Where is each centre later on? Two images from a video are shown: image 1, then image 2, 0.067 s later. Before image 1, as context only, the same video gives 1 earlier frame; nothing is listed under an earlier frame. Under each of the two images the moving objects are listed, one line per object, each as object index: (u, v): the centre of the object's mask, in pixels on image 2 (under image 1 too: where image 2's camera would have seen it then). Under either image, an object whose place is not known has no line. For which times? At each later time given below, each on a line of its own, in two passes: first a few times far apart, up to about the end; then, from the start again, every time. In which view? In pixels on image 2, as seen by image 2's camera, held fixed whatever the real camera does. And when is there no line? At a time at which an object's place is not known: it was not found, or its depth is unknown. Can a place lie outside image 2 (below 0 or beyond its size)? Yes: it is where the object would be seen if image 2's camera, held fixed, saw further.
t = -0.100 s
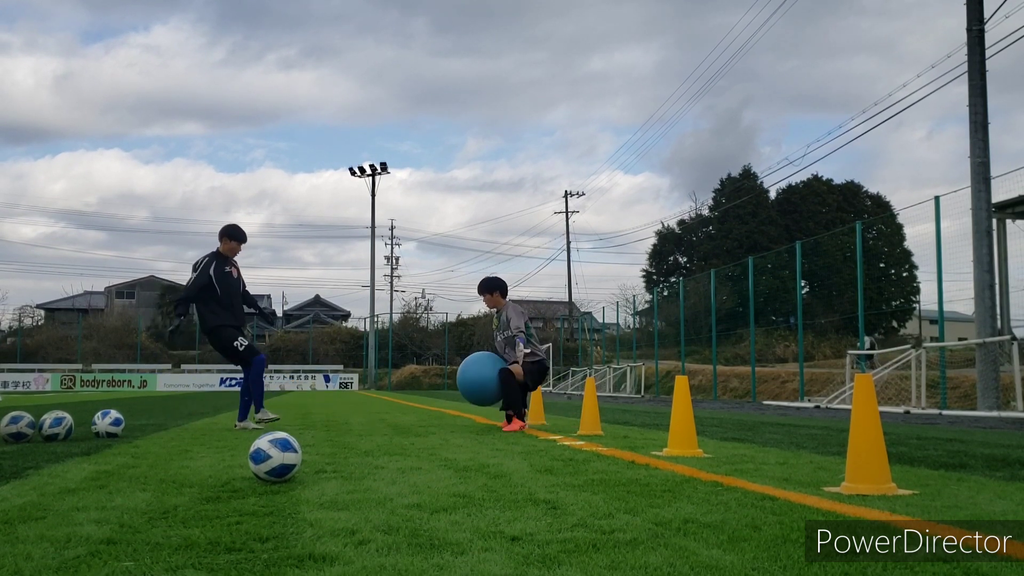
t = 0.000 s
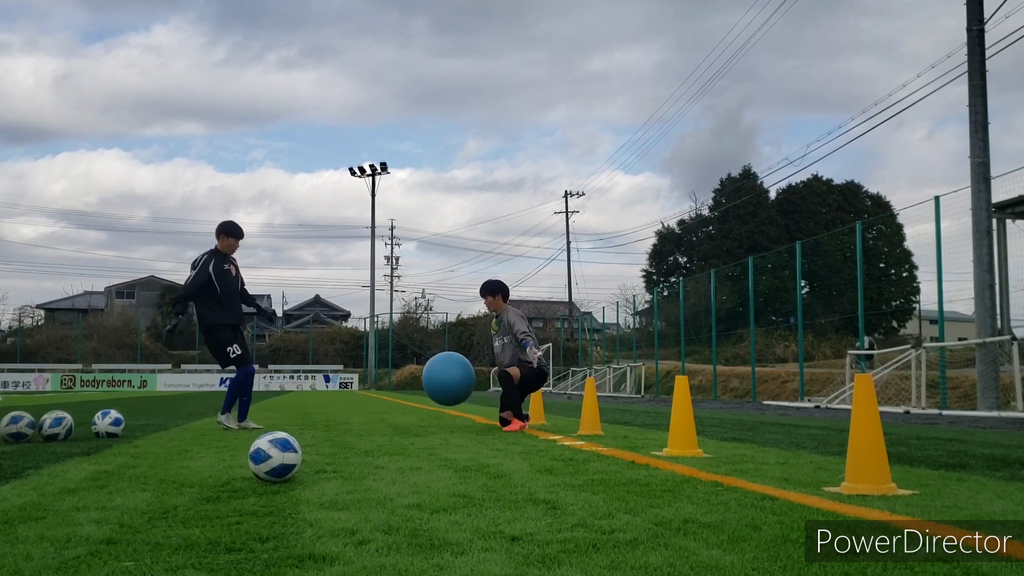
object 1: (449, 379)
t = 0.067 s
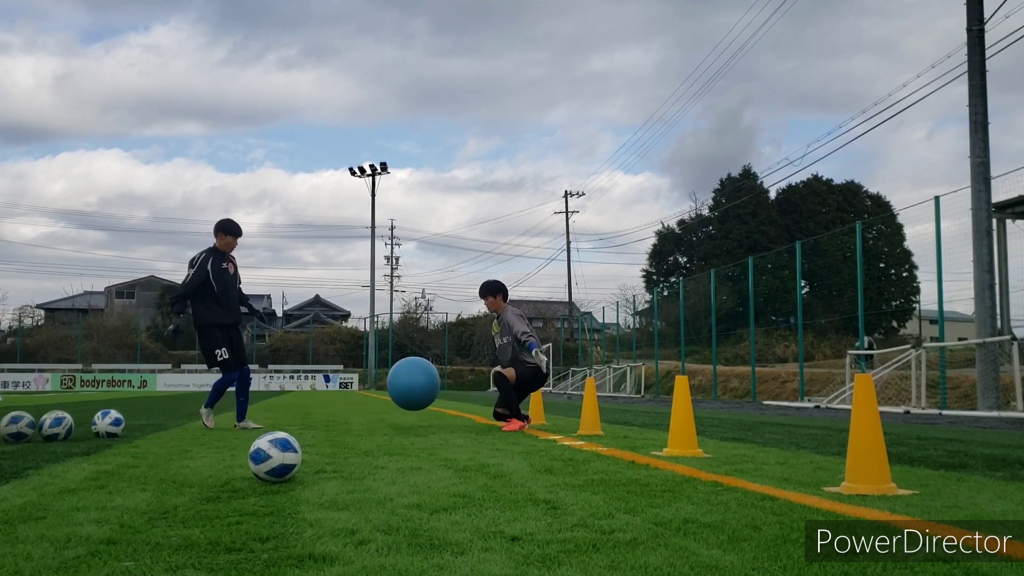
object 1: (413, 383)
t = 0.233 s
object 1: (333, 404)
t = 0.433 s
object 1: (267, 397)
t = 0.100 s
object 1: (396, 388)
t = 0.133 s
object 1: (379, 393)
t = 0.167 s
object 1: (362, 399)
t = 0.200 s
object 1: (346, 405)
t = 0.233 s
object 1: (333, 404)
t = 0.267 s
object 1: (322, 400)
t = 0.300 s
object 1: (311, 398)
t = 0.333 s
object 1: (300, 396)
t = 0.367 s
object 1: (289, 395)
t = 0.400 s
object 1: (278, 396)
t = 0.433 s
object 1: (267, 397)
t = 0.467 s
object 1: (256, 400)
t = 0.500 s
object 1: (246, 402)
